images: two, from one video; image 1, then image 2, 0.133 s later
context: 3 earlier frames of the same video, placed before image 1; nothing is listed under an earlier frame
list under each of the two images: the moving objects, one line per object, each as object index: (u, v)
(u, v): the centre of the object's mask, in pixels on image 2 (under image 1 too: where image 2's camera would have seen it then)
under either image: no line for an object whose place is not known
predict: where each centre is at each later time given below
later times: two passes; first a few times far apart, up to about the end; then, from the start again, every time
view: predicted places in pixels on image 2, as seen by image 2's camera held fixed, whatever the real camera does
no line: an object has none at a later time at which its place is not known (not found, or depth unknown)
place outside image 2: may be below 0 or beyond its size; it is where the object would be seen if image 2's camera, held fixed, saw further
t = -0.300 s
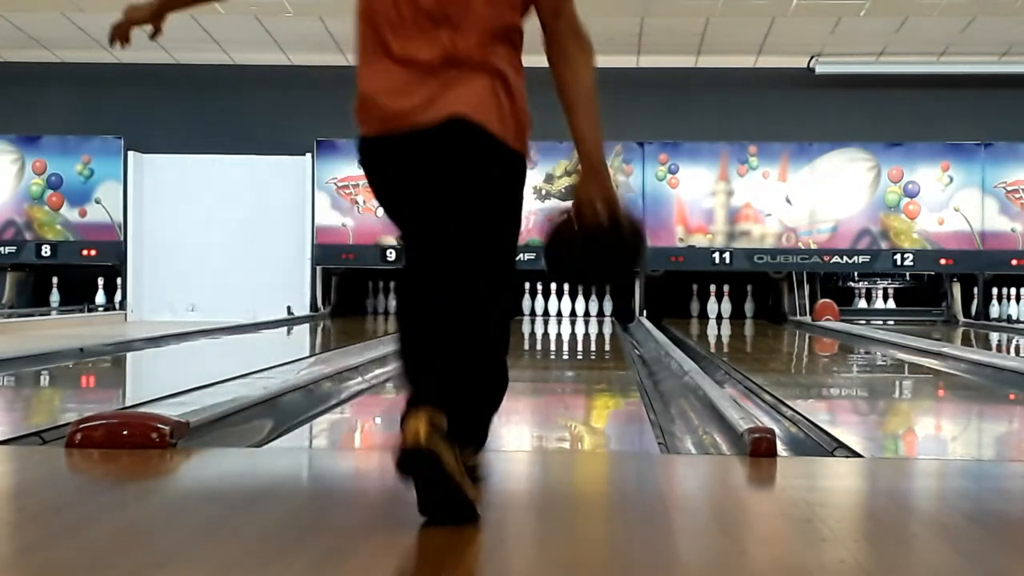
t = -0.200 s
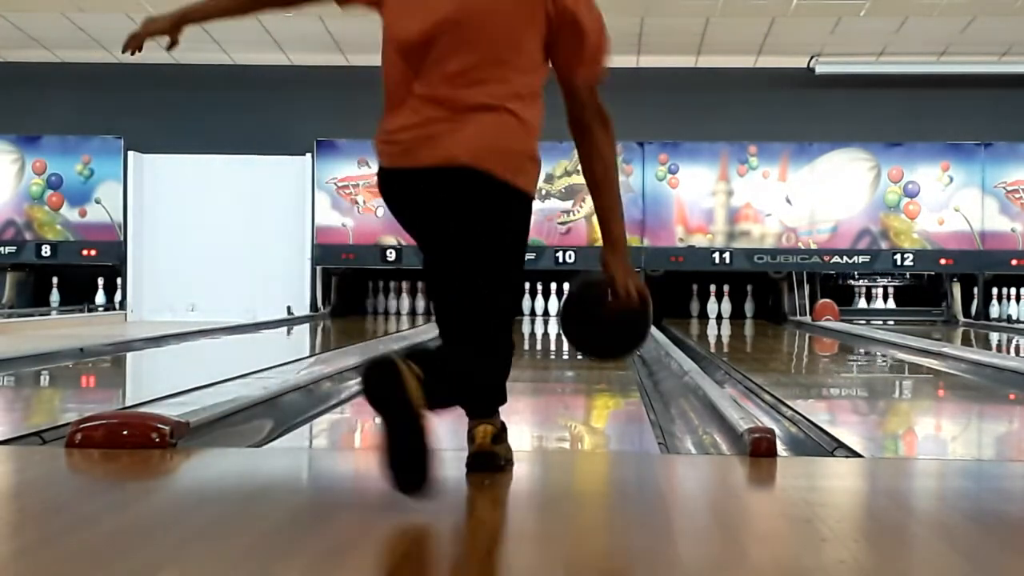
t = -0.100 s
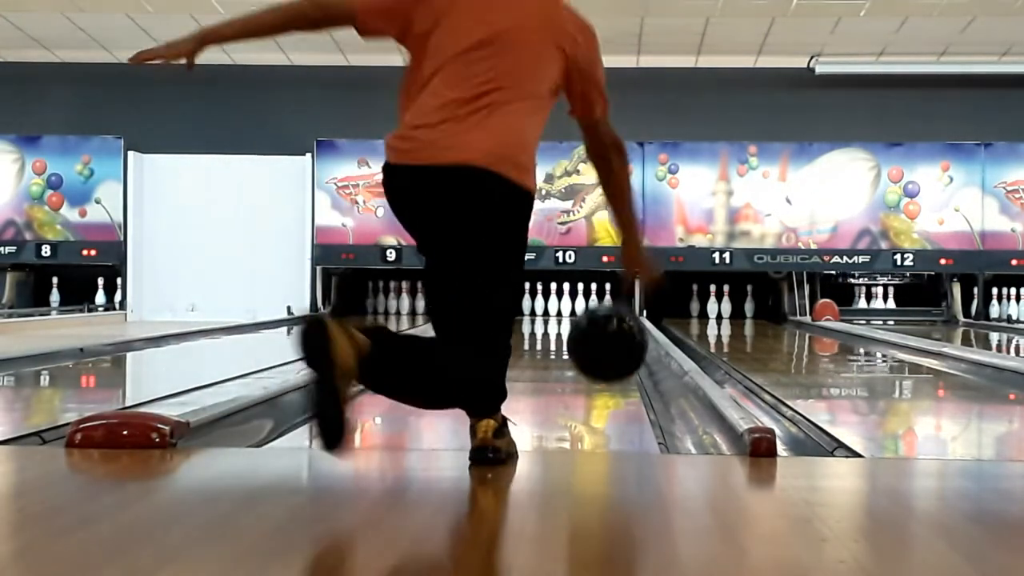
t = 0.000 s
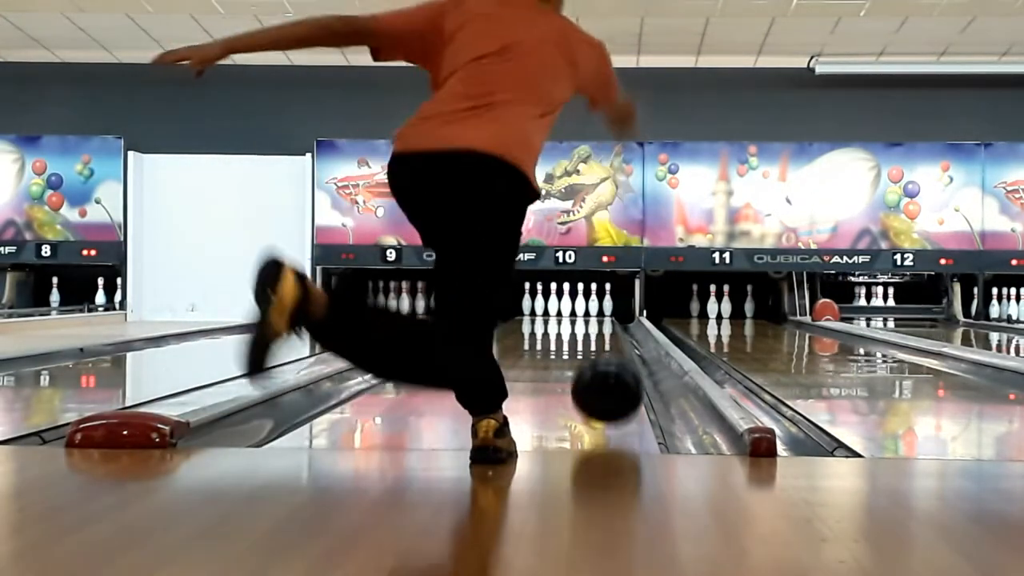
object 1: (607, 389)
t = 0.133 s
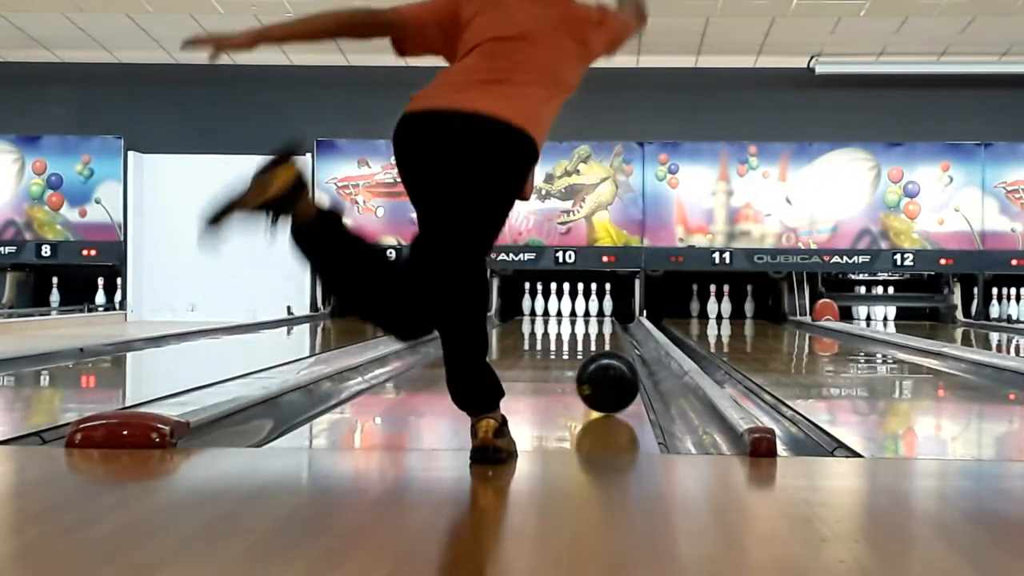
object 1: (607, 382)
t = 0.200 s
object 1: (608, 376)
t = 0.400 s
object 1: (608, 362)
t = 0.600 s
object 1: (608, 351)
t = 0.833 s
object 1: (606, 341)
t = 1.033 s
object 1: (605, 335)
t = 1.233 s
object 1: (603, 330)
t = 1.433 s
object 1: (600, 326)
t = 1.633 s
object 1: (598, 323)
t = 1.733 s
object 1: (596, 321)
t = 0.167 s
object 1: (607, 379)
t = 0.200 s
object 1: (608, 376)
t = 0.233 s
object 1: (608, 373)
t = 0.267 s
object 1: (608, 371)
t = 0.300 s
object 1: (608, 368)
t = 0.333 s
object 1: (608, 366)
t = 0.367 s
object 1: (608, 364)
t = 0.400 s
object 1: (608, 362)
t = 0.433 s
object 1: (608, 360)
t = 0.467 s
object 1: (608, 358)
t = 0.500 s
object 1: (608, 356)
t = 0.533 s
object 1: (608, 354)
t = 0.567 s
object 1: (608, 353)
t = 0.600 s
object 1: (608, 351)
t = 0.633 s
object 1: (608, 349)
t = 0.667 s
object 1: (608, 348)
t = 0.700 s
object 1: (607, 347)
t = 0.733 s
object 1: (607, 345)
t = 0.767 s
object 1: (607, 344)
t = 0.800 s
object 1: (607, 342)
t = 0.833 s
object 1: (606, 341)
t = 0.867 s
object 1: (606, 340)
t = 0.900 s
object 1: (606, 339)
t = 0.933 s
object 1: (606, 338)
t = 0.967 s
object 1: (605, 337)
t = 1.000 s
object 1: (605, 336)
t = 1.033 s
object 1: (605, 335)
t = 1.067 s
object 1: (604, 334)
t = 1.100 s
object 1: (604, 333)
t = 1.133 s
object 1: (604, 333)
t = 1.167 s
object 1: (603, 332)
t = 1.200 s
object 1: (603, 331)
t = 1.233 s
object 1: (603, 330)
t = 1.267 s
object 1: (602, 330)
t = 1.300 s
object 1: (602, 329)
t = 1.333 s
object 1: (602, 328)
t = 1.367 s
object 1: (601, 327)
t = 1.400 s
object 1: (601, 327)
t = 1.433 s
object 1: (600, 326)
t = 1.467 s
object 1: (600, 326)
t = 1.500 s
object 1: (600, 325)
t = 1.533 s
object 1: (599, 324)
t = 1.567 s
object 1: (599, 324)
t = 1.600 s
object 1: (598, 323)
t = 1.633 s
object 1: (598, 323)
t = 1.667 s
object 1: (597, 322)
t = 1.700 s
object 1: (596, 321)
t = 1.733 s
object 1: (596, 321)
